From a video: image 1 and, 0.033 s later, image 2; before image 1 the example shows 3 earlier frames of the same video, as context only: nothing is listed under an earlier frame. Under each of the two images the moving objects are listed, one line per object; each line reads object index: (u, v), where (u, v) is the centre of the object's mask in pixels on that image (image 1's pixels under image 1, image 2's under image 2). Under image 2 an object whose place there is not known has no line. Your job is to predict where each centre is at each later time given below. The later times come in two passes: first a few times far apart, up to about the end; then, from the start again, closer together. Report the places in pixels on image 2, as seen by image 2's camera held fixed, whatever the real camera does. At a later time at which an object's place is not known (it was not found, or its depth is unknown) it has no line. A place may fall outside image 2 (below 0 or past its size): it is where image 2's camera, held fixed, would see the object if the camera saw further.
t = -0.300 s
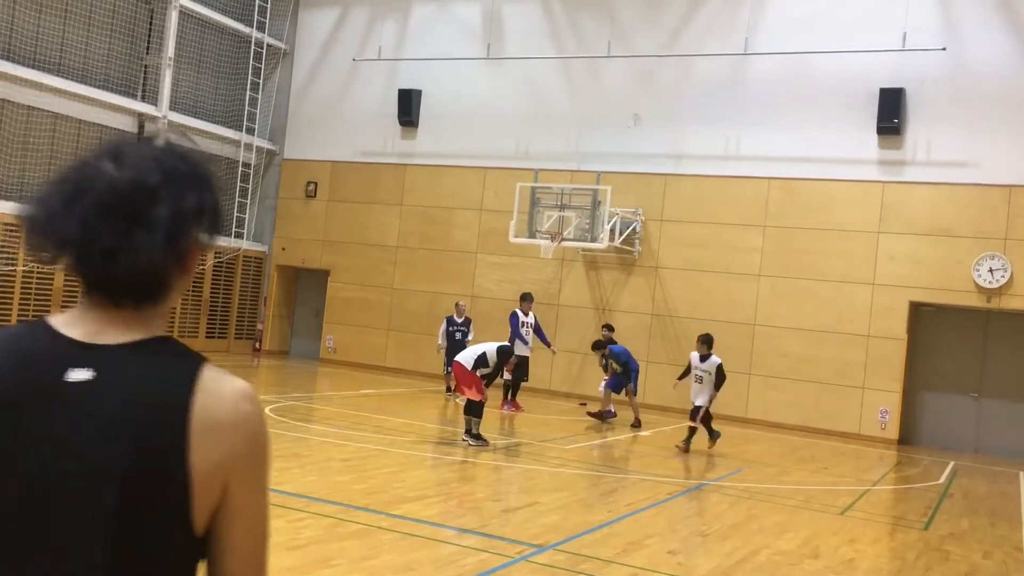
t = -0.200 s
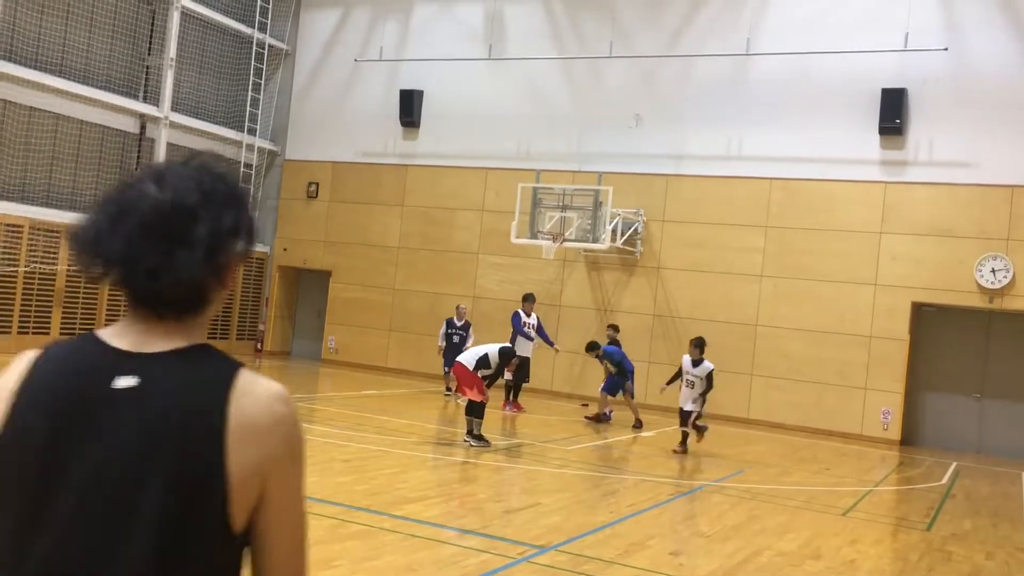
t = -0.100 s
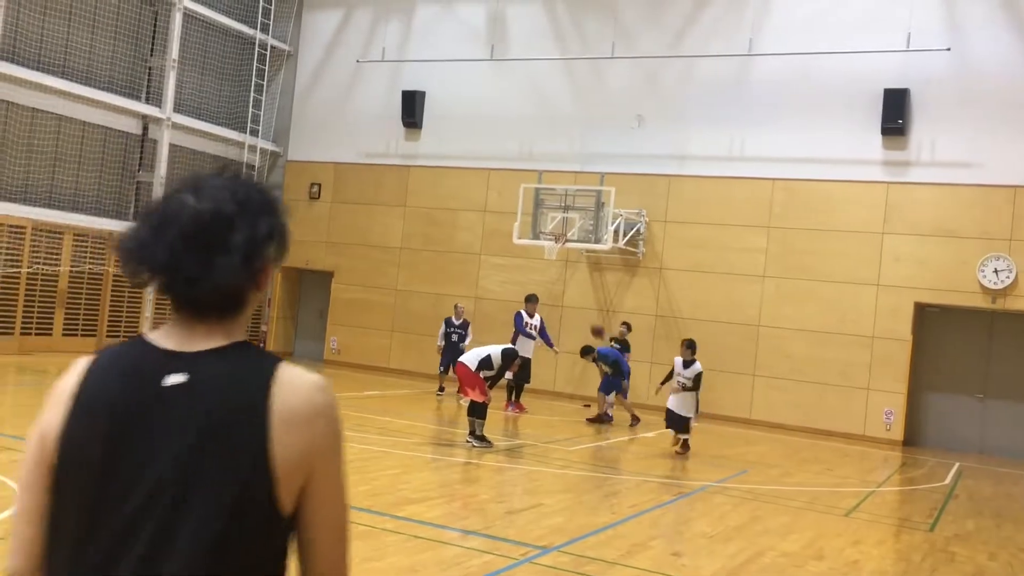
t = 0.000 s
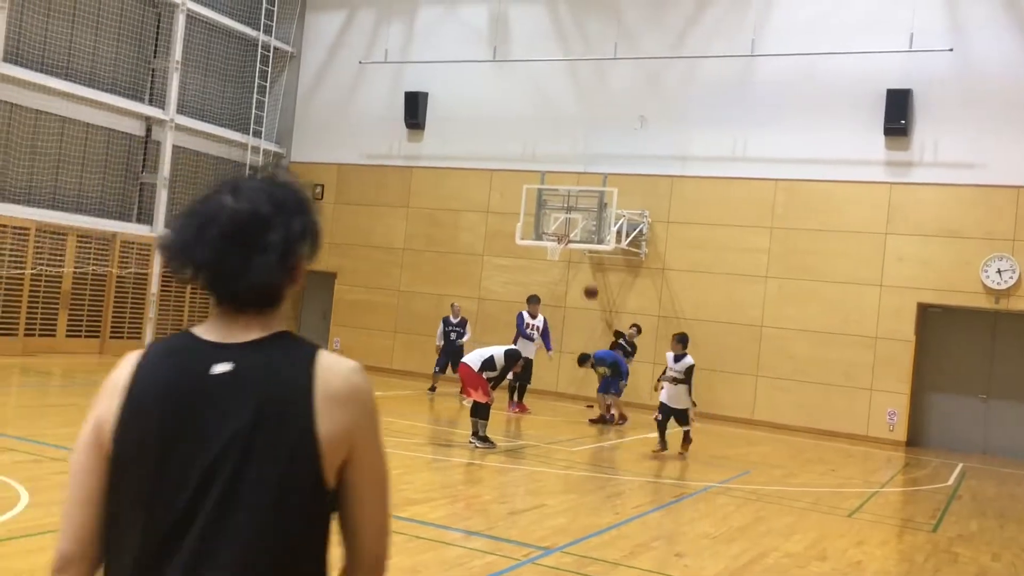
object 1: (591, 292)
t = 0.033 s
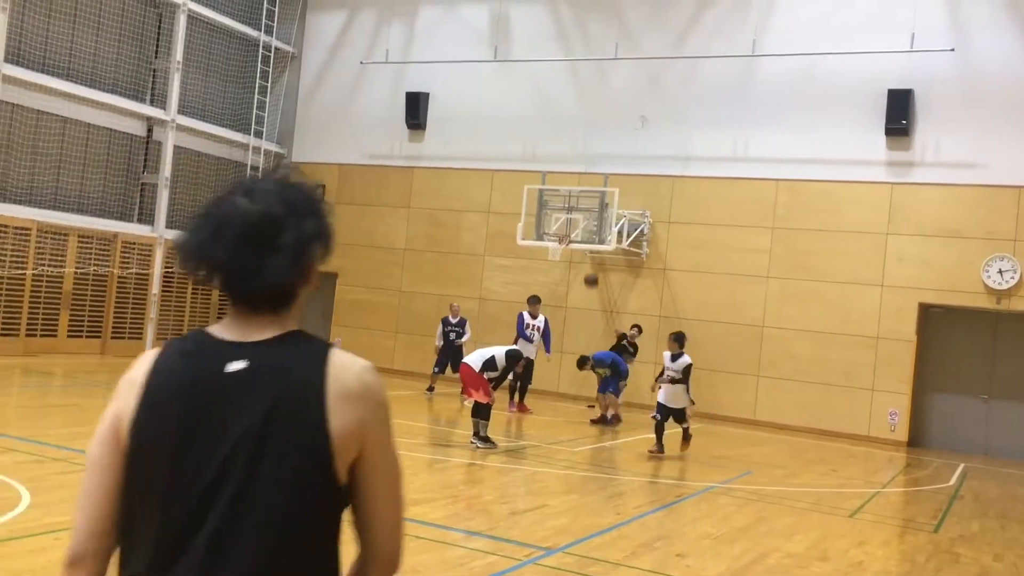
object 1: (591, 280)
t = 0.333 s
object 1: (572, 171)
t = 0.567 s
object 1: (533, 84)
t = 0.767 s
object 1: (463, 13)
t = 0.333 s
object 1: (572, 171)
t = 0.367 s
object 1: (568, 158)
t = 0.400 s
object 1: (563, 145)
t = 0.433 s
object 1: (559, 134)
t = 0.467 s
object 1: (553, 121)
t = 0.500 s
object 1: (547, 108)
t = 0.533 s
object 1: (541, 97)
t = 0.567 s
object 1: (533, 84)
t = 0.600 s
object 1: (525, 71)
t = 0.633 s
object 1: (515, 59)
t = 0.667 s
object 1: (504, 47)
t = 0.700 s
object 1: (492, 34)
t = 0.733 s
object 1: (479, 22)
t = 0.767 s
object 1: (463, 13)
